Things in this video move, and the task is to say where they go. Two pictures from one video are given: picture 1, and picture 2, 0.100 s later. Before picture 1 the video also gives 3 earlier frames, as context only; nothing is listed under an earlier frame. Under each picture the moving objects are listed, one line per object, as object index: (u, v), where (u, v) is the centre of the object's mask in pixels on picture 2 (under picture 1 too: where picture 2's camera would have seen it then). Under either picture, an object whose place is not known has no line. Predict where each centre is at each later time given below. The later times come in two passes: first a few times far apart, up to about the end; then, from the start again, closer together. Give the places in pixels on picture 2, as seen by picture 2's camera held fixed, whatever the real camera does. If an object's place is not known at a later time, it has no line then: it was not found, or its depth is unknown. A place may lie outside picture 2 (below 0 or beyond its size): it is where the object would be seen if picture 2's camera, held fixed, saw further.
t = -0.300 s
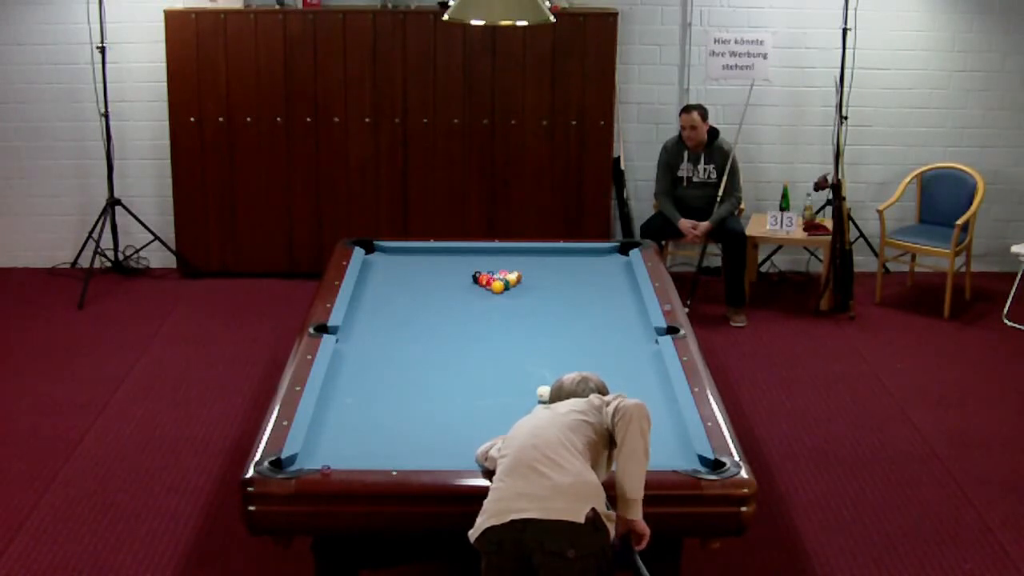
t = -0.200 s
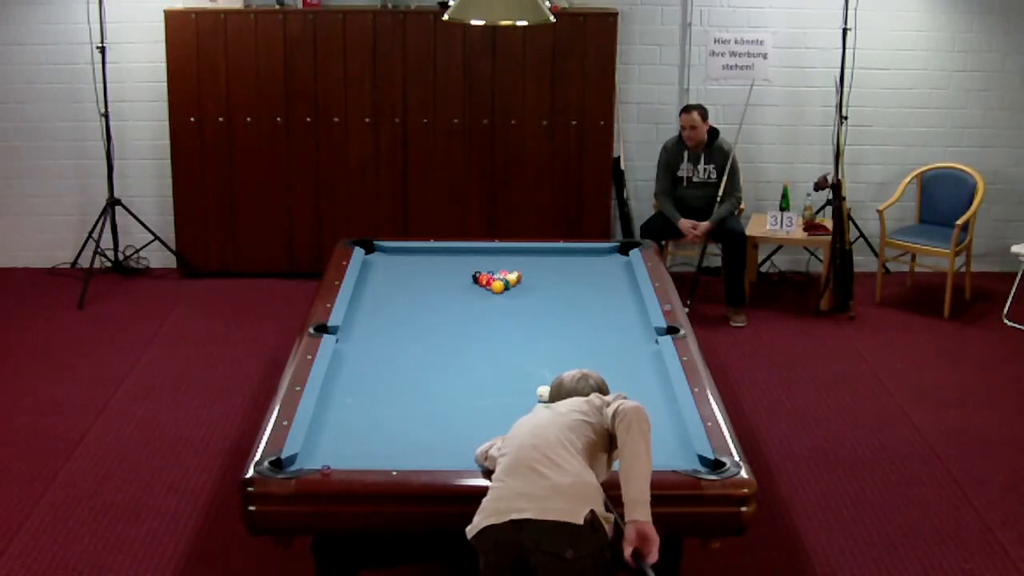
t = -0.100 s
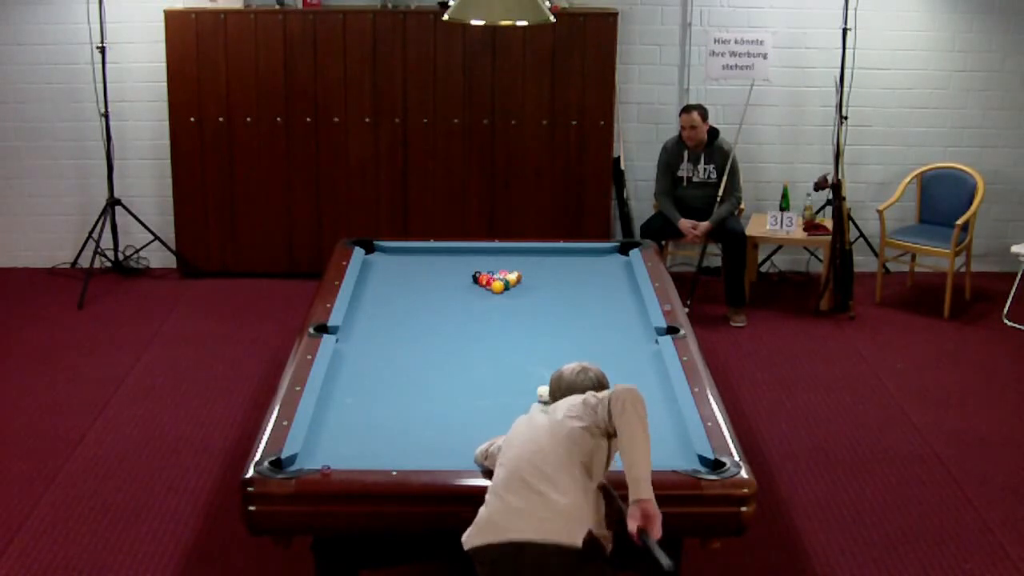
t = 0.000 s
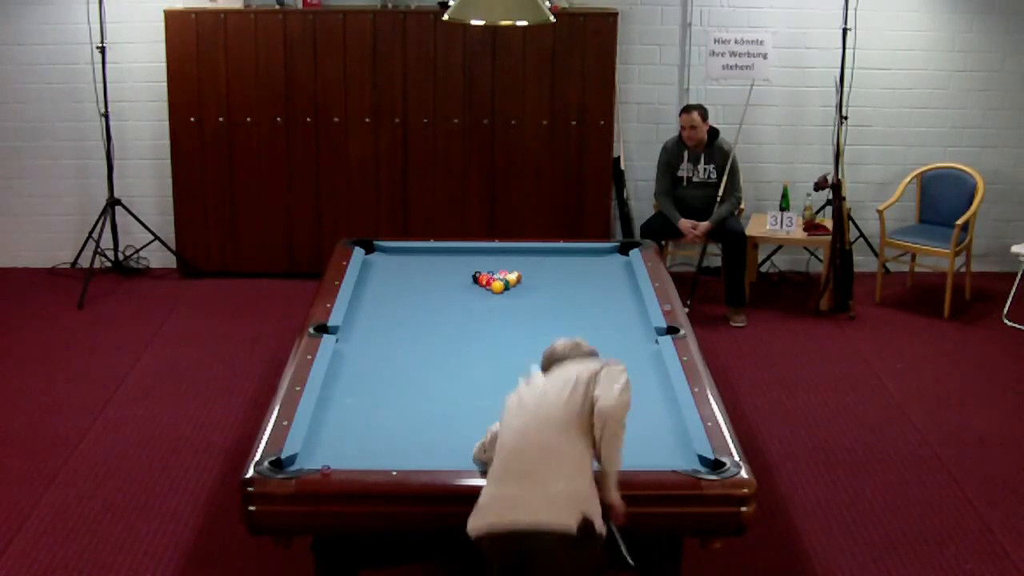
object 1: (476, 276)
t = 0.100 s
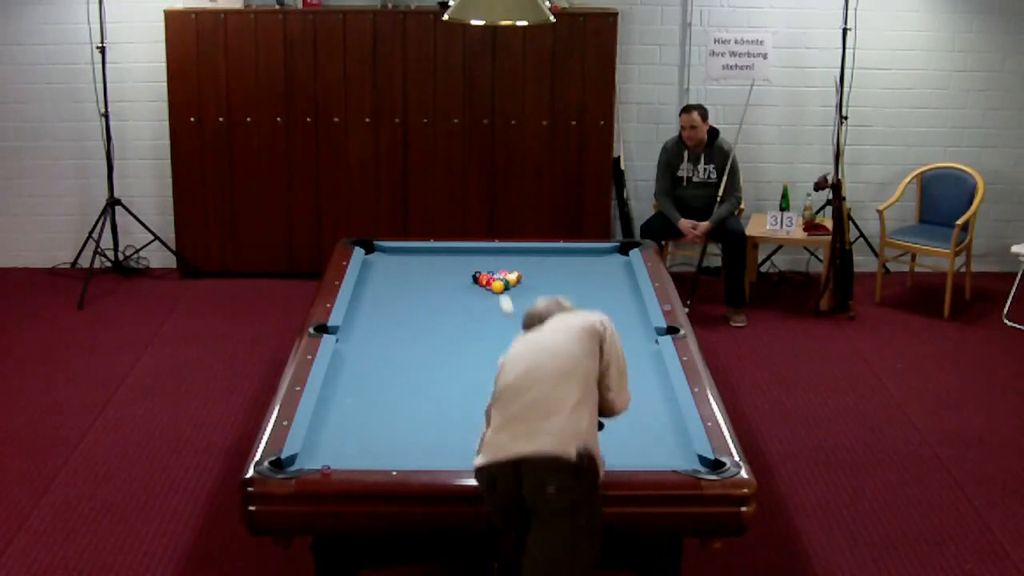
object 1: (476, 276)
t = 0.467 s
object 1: (381, 280)
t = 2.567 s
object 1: (523, 455)
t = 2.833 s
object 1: (479, 456)
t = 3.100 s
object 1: (443, 447)
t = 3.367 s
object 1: (410, 437)
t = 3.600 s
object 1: (383, 428)
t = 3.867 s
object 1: (355, 420)
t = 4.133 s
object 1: (328, 412)
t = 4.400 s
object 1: (334, 404)
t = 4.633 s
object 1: (349, 398)
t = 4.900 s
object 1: (358, 394)
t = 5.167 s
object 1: (357, 393)
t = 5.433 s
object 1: (358, 393)
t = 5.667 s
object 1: (357, 393)
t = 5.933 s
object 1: (358, 393)
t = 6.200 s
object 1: (357, 393)
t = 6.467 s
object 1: (358, 393)
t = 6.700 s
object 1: (358, 393)
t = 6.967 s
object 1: (358, 393)
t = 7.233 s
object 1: (358, 393)
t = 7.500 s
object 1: (357, 393)
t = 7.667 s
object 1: (357, 393)
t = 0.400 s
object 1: (370, 272)
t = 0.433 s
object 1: (375, 276)
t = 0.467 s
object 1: (381, 280)
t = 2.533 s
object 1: (527, 451)
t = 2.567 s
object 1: (523, 455)
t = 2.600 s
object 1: (518, 456)
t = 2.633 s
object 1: (511, 458)
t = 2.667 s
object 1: (504, 460)
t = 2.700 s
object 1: (498, 460)
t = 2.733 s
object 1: (493, 459)
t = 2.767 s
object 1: (489, 458)
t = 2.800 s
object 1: (484, 457)
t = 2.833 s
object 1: (479, 456)
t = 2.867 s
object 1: (474, 456)
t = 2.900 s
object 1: (470, 455)
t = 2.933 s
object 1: (465, 454)
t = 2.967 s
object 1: (461, 453)
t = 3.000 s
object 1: (456, 451)
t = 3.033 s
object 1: (452, 450)
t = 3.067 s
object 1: (447, 449)
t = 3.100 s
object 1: (443, 447)
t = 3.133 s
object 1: (439, 446)
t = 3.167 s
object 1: (434, 445)
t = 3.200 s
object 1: (430, 444)
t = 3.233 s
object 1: (426, 442)
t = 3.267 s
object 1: (422, 441)
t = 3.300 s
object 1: (417, 440)
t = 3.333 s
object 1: (414, 439)
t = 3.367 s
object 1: (410, 437)
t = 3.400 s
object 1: (406, 436)
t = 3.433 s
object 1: (402, 434)
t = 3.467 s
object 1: (398, 433)
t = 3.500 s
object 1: (394, 432)
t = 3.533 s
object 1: (391, 431)
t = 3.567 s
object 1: (386, 430)
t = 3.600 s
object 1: (383, 428)
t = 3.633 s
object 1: (379, 427)
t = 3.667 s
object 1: (375, 426)
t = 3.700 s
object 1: (372, 425)
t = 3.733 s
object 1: (369, 424)
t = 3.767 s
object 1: (365, 423)
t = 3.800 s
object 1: (362, 422)
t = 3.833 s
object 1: (358, 421)
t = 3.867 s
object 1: (355, 420)
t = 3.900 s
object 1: (351, 419)
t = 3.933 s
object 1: (348, 417)
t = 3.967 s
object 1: (344, 417)
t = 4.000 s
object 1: (341, 416)
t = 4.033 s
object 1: (338, 414)
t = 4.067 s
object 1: (335, 413)
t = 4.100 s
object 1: (331, 413)
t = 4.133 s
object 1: (328, 412)
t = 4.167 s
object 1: (325, 410)
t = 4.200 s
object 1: (322, 409)
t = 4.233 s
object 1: (323, 409)
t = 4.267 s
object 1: (325, 408)
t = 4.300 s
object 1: (327, 407)
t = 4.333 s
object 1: (330, 406)
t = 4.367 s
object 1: (332, 405)
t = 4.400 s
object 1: (334, 404)
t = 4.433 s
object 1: (336, 404)
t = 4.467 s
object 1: (339, 402)
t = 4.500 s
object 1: (341, 402)
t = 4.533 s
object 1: (343, 401)
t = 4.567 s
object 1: (345, 400)
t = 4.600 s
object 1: (347, 399)
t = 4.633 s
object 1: (349, 398)
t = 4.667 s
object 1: (351, 398)
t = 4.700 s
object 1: (353, 397)
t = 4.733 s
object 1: (355, 396)
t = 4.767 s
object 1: (357, 395)
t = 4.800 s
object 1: (358, 395)
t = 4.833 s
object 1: (358, 395)
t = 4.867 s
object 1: (358, 395)
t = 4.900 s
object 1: (358, 394)
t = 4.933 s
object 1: (358, 394)
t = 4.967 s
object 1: (358, 394)
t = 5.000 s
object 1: (357, 394)
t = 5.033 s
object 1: (357, 394)
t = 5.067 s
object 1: (357, 394)
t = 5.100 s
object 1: (358, 394)
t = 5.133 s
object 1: (358, 394)
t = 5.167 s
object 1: (357, 393)
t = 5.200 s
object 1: (358, 393)
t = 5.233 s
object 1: (358, 393)
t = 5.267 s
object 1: (358, 393)
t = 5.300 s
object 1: (357, 393)
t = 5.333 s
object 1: (358, 393)
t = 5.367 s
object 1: (358, 393)
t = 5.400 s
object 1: (358, 393)
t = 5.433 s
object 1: (358, 393)
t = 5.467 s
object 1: (357, 393)
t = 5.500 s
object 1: (358, 393)
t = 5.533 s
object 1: (358, 393)
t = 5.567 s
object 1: (358, 393)
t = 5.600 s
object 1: (357, 393)
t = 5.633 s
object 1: (358, 393)
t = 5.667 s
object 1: (357, 393)
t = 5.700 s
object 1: (358, 393)
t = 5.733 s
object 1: (358, 393)
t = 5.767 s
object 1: (357, 393)
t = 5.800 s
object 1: (357, 393)
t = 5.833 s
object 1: (358, 393)
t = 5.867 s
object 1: (357, 393)
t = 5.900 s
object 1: (358, 393)
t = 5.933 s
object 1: (358, 393)
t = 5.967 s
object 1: (357, 393)
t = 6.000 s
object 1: (357, 393)
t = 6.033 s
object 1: (358, 393)
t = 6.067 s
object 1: (357, 393)
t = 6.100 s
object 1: (358, 393)
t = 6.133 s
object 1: (357, 393)
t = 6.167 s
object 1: (358, 393)
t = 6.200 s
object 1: (357, 393)
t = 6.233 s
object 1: (358, 393)
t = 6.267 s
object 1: (358, 393)
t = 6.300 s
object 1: (358, 393)
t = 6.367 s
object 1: (358, 393)
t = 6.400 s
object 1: (358, 393)
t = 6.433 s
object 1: (358, 393)
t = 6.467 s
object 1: (358, 393)
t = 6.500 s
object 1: (358, 393)
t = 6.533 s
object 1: (358, 393)
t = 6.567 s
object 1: (358, 393)
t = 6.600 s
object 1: (358, 393)
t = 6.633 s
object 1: (358, 393)
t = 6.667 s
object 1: (358, 393)
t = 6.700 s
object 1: (358, 393)
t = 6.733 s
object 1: (358, 393)
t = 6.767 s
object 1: (358, 393)
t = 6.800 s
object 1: (358, 393)
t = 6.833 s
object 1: (358, 393)
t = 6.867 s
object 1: (358, 393)
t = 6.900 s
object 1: (358, 393)
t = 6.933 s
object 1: (358, 393)
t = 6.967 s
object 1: (358, 393)
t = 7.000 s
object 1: (358, 393)
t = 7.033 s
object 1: (358, 393)
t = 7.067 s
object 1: (358, 393)
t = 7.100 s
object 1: (358, 393)
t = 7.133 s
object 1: (358, 393)
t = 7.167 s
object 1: (358, 393)
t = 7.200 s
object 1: (358, 393)
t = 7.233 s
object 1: (358, 393)
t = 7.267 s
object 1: (358, 393)
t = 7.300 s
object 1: (358, 393)
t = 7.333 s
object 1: (358, 393)
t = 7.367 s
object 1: (358, 393)
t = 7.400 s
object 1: (358, 393)
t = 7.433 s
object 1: (358, 393)
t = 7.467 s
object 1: (357, 393)
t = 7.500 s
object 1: (357, 393)
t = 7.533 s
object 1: (357, 393)
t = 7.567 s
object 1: (357, 393)
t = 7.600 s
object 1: (357, 393)
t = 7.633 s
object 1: (358, 393)
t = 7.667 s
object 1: (357, 393)
